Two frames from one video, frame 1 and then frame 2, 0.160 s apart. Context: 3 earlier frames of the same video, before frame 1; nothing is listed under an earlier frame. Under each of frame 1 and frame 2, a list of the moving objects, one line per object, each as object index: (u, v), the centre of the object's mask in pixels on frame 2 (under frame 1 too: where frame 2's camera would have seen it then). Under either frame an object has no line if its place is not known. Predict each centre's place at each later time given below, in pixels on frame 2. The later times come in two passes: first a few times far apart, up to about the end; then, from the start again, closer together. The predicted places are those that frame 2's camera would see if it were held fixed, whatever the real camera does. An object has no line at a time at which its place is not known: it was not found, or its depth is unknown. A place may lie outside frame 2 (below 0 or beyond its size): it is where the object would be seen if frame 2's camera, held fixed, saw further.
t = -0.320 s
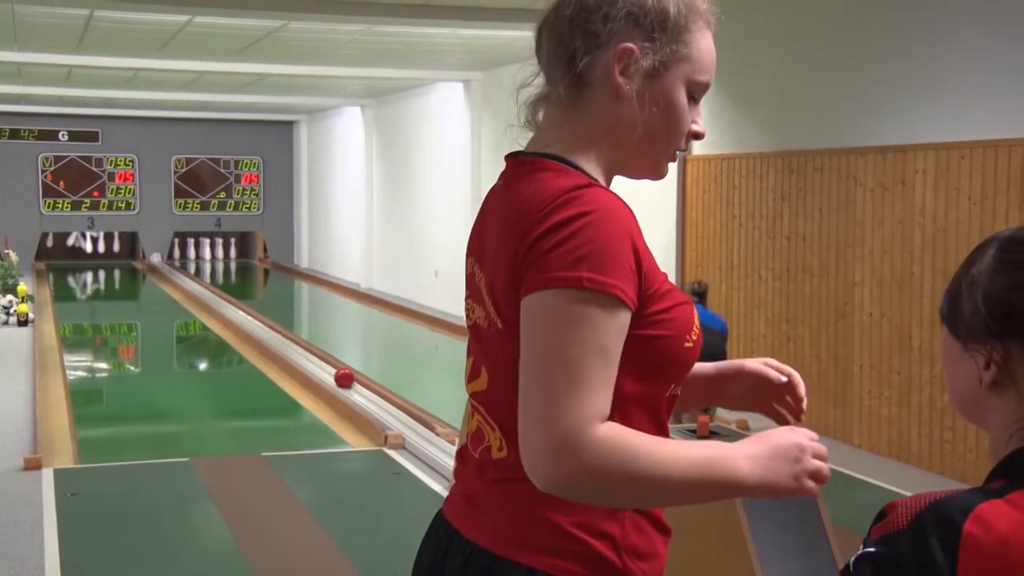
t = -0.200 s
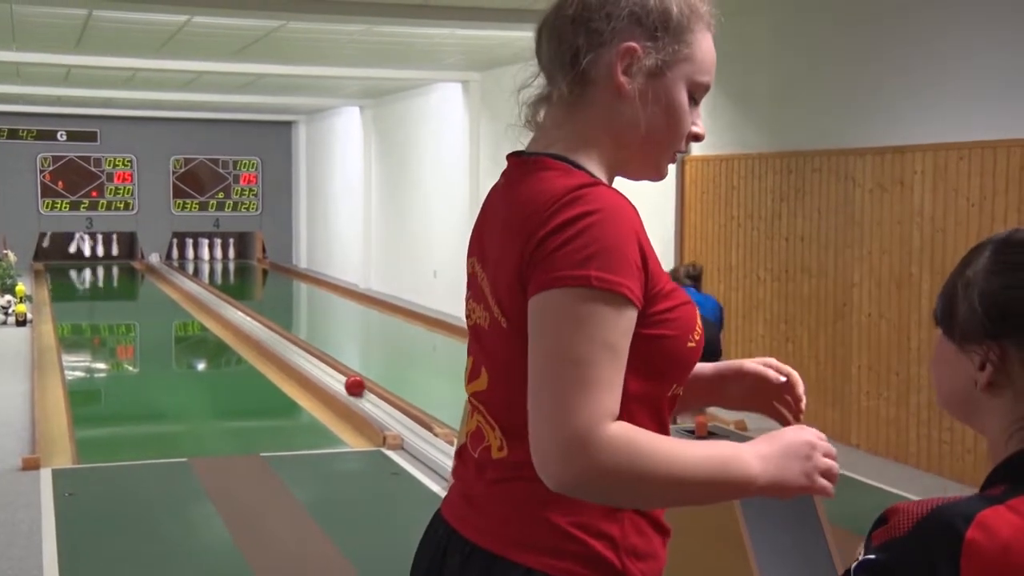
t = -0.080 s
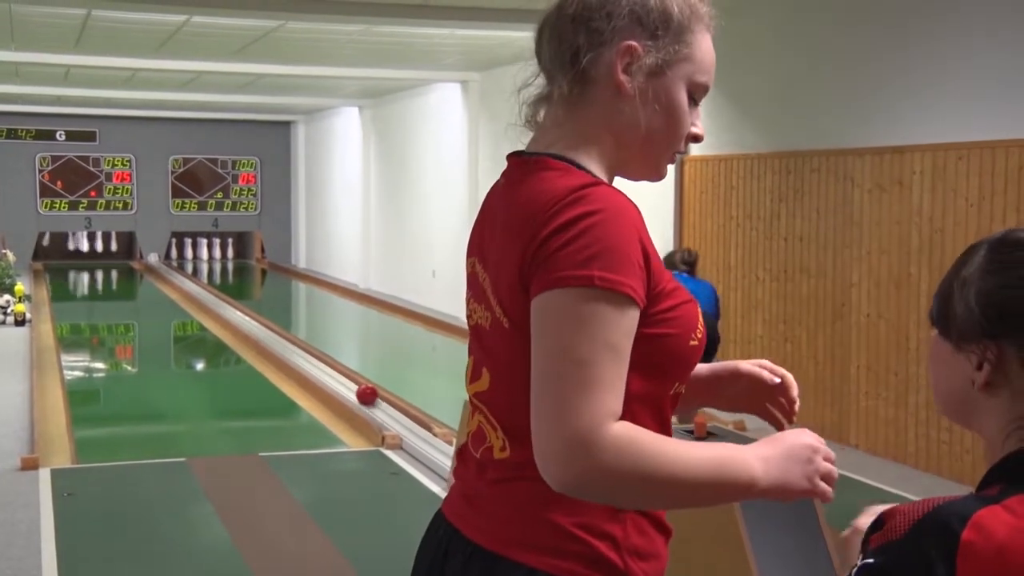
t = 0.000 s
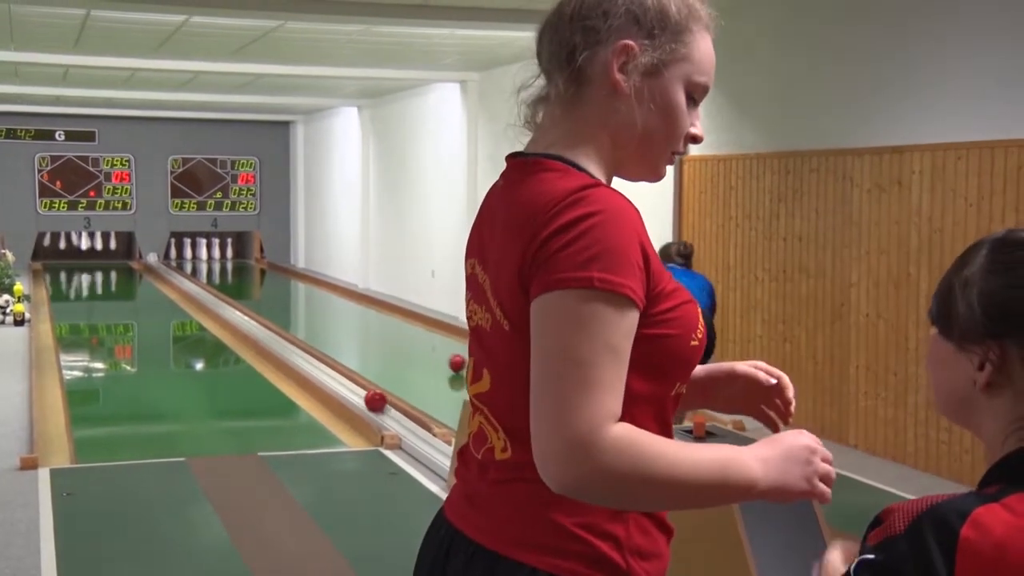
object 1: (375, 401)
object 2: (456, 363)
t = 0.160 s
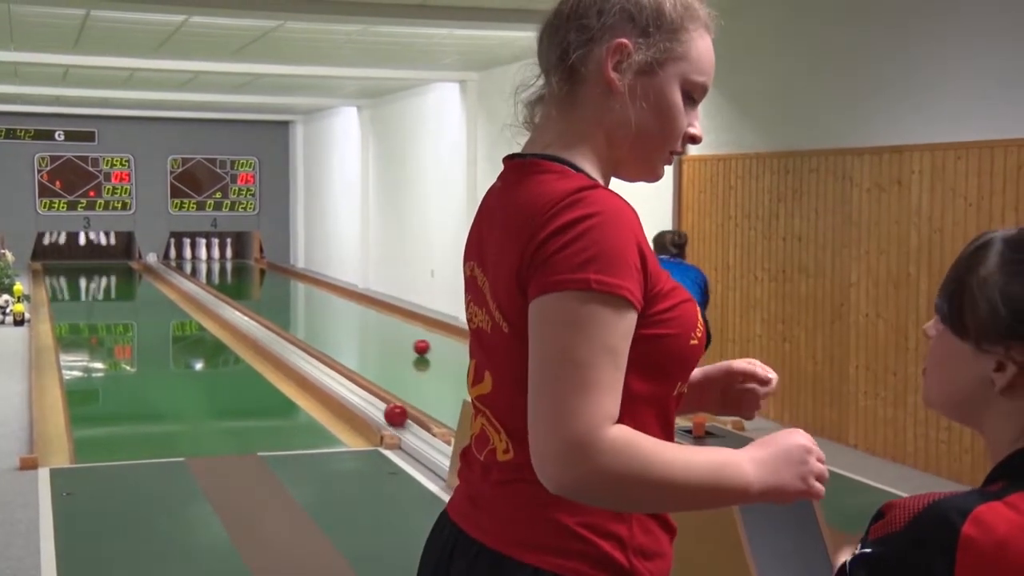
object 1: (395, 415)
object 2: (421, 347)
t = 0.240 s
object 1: (406, 423)
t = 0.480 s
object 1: (443, 447)
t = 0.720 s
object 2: (336, 311)
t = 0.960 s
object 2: (311, 300)
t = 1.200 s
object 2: (288, 291)
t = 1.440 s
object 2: (271, 285)
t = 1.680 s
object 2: (252, 277)
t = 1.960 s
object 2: (238, 272)
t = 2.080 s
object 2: (230, 268)
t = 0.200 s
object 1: (401, 419)
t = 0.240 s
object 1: (406, 423)
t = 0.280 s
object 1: (412, 426)
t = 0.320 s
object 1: (418, 430)
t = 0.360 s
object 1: (425, 435)
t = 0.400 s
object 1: (431, 439)
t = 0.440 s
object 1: (438, 443)
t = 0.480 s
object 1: (443, 447)
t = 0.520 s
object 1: (446, 450)
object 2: (361, 321)
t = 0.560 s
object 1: (449, 455)
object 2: (356, 319)
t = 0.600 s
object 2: (351, 317)
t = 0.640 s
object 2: (346, 315)
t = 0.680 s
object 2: (341, 313)
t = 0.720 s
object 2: (336, 311)
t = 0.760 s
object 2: (331, 309)
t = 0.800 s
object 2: (327, 307)
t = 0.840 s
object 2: (323, 305)
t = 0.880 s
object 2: (319, 303)
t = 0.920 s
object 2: (314, 301)
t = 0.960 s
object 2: (311, 300)
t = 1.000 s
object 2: (307, 299)
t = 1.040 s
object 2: (303, 297)
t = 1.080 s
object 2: (299, 296)
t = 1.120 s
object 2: (296, 294)
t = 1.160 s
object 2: (292, 293)
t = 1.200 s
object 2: (288, 291)
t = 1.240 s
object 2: (285, 291)
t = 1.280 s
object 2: (282, 289)
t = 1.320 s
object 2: (279, 288)
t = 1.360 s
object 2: (276, 287)
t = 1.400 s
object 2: (273, 285)
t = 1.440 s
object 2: (271, 285)
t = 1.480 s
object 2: (267, 283)
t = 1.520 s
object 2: (264, 282)
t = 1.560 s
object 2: (262, 281)
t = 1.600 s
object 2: (259, 280)
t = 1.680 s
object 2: (252, 277)
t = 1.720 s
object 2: (250, 276)
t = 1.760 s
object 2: (248, 276)
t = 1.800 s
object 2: (246, 275)
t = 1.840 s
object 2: (243, 274)
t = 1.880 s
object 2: (241, 273)
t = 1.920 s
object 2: (239, 273)
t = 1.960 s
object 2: (238, 272)
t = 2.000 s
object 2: (235, 270)
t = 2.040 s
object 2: (232, 269)
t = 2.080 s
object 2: (230, 268)
